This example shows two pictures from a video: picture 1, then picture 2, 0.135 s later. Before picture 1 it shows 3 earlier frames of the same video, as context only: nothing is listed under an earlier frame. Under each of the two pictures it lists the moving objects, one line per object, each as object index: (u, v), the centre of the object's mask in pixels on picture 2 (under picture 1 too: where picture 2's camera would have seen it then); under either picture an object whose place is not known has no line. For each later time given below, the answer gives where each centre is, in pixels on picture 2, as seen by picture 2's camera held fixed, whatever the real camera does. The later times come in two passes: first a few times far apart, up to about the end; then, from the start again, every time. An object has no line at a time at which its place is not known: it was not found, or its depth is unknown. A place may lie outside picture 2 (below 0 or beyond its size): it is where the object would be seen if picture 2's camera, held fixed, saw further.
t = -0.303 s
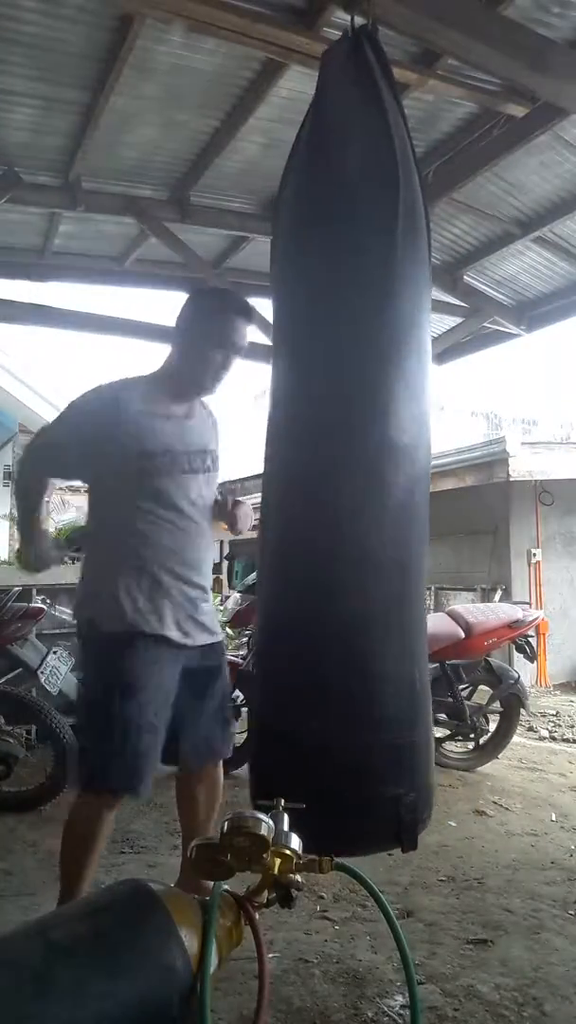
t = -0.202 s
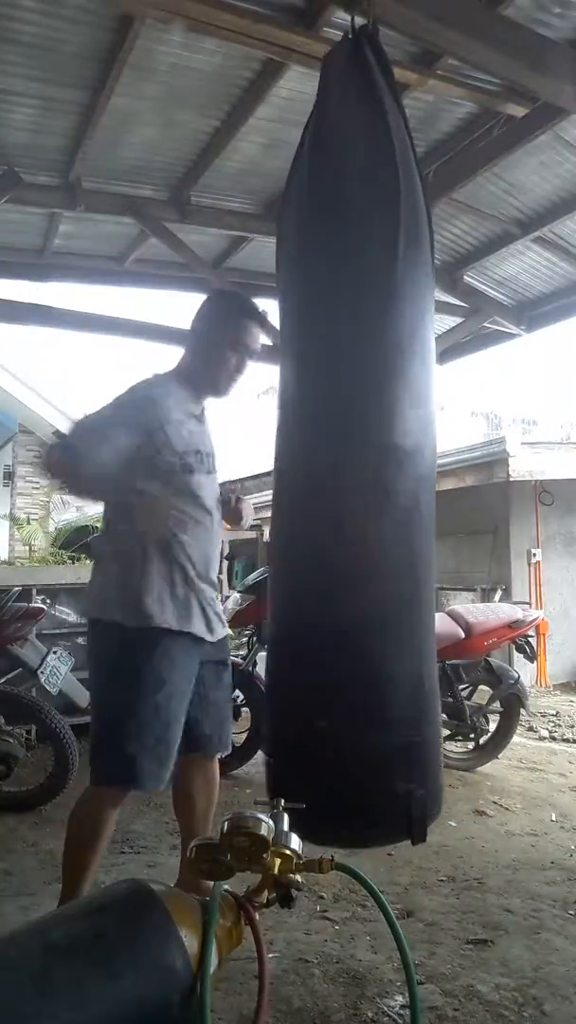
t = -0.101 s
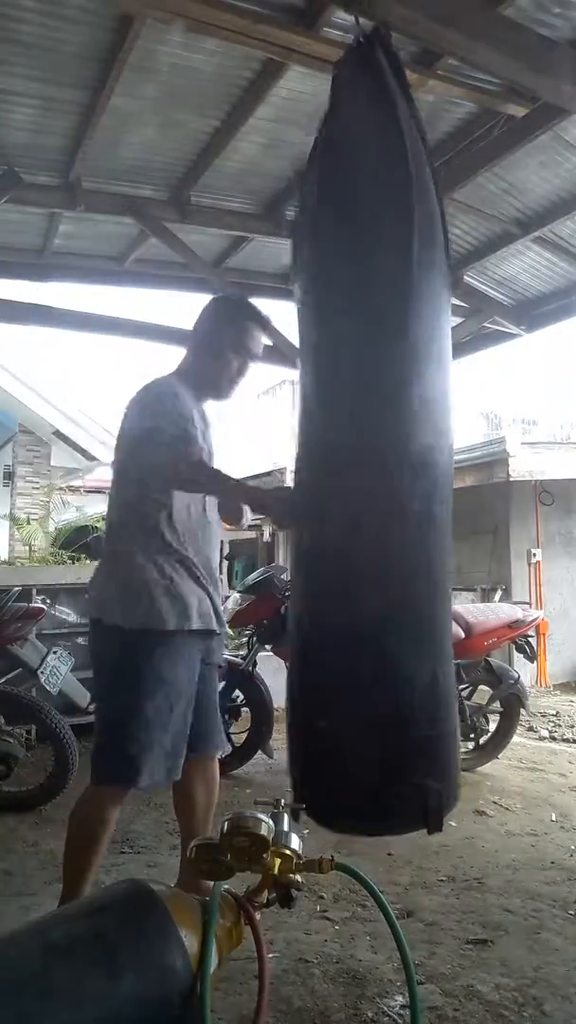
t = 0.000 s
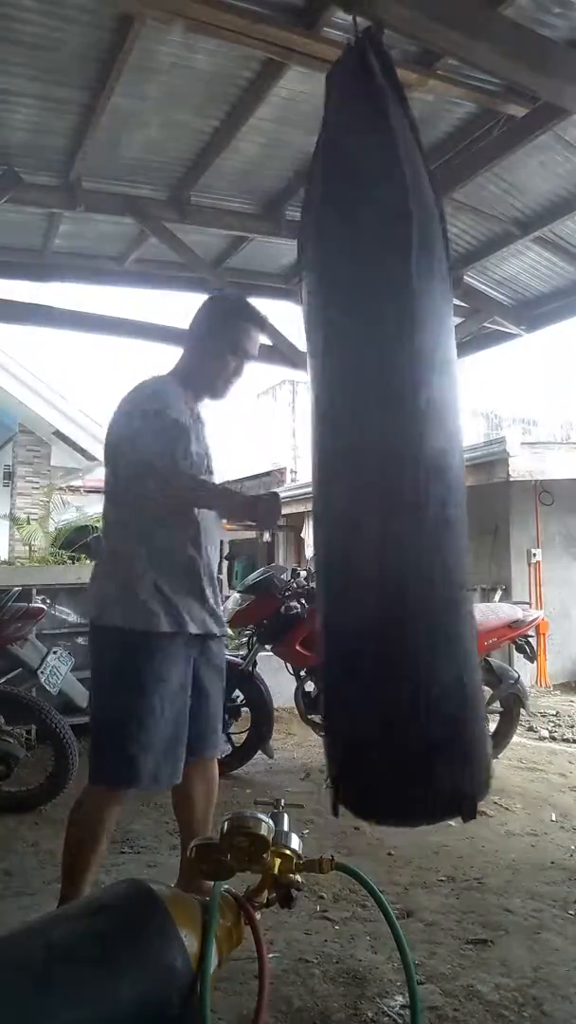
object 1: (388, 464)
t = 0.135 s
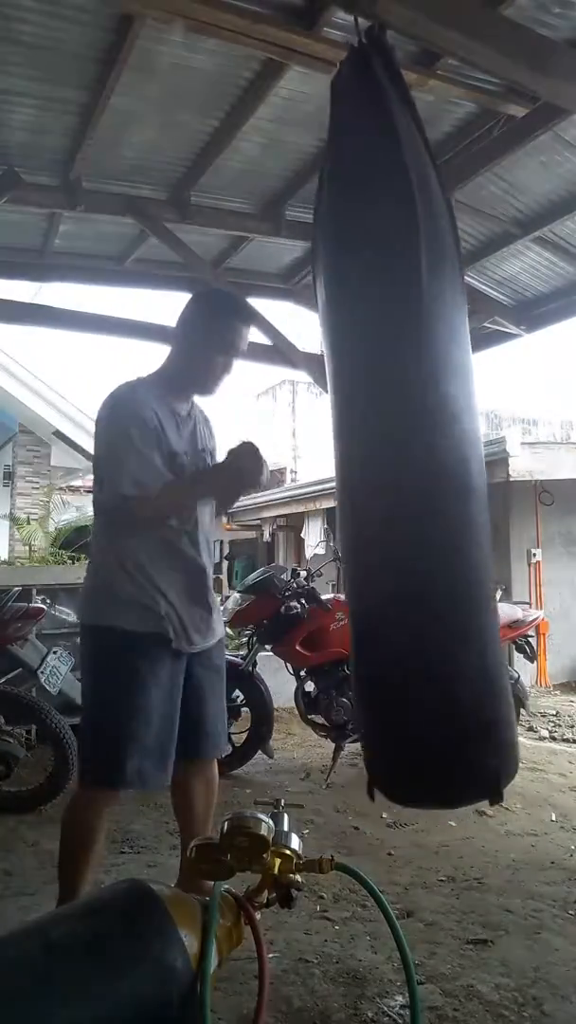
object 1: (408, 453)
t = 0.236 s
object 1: (420, 447)
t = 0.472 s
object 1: (431, 437)
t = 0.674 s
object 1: (428, 439)
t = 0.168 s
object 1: (412, 451)
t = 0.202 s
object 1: (415, 450)
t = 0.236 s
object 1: (420, 447)
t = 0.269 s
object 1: (422, 445)
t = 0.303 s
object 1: (424, 443)
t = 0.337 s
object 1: (426, 440)
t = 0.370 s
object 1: (428, 440)
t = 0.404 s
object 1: (429, 438)
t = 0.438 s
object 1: (431, 438)
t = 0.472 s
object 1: (431, 437)
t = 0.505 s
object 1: (431, 437)
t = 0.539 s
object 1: (431, 437)
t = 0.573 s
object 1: (431, 437)
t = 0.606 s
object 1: (430, 437)
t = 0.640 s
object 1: (429, 437)
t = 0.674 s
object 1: (428, 439)
